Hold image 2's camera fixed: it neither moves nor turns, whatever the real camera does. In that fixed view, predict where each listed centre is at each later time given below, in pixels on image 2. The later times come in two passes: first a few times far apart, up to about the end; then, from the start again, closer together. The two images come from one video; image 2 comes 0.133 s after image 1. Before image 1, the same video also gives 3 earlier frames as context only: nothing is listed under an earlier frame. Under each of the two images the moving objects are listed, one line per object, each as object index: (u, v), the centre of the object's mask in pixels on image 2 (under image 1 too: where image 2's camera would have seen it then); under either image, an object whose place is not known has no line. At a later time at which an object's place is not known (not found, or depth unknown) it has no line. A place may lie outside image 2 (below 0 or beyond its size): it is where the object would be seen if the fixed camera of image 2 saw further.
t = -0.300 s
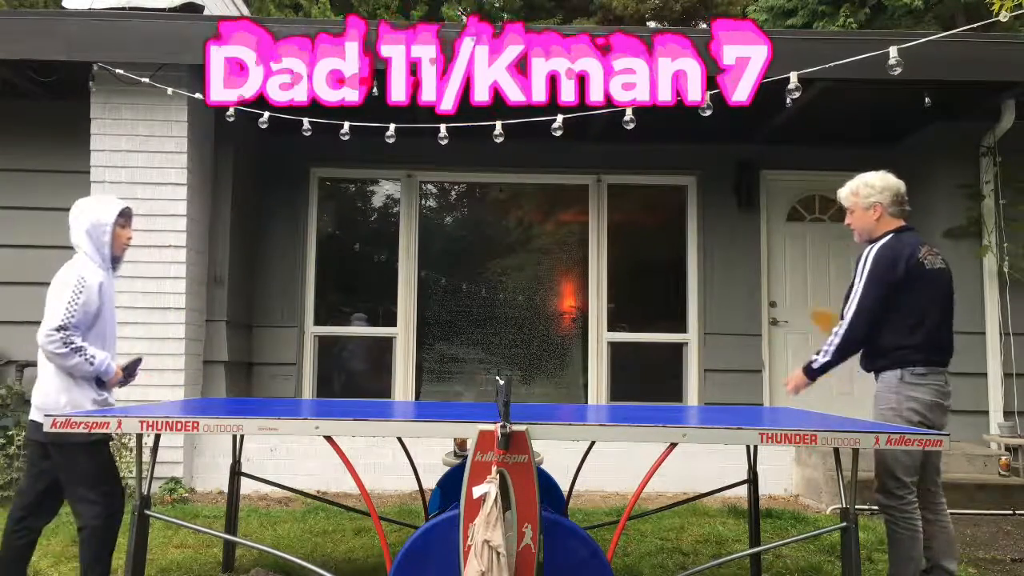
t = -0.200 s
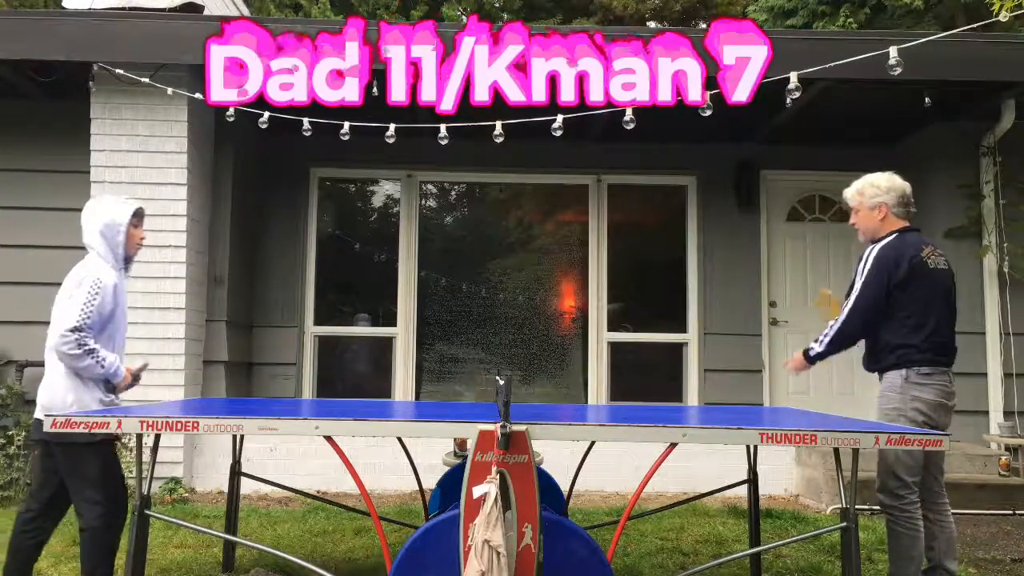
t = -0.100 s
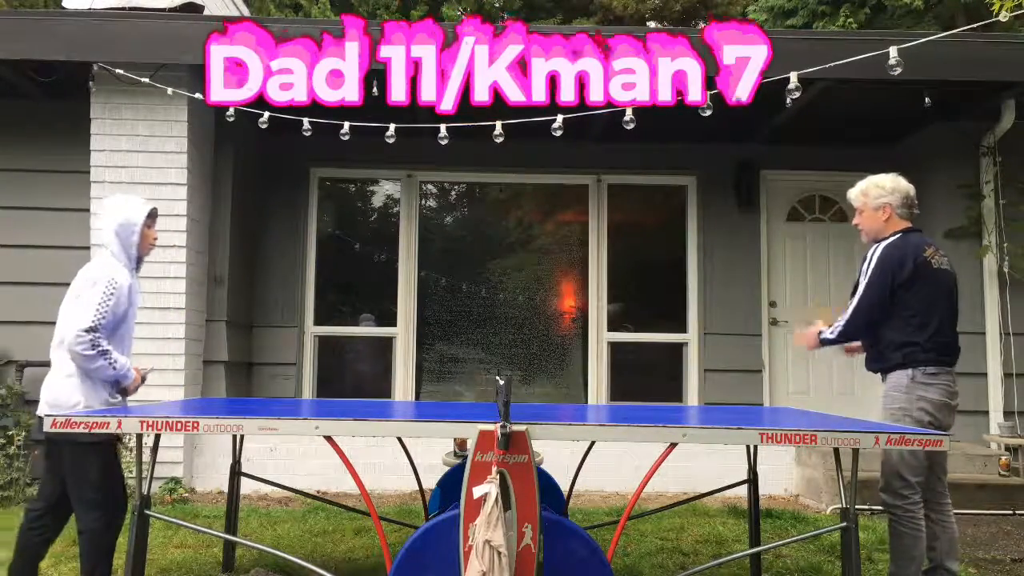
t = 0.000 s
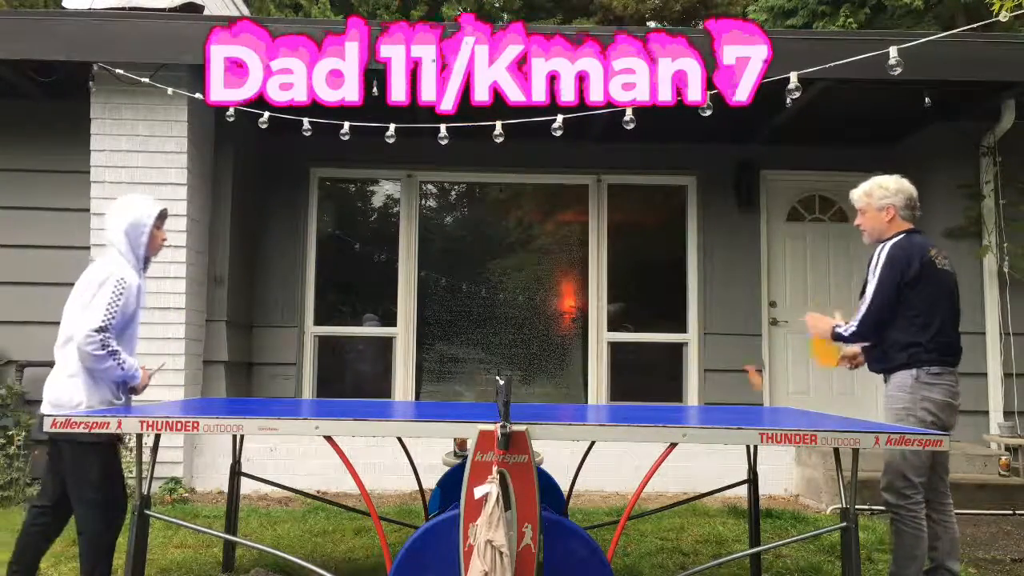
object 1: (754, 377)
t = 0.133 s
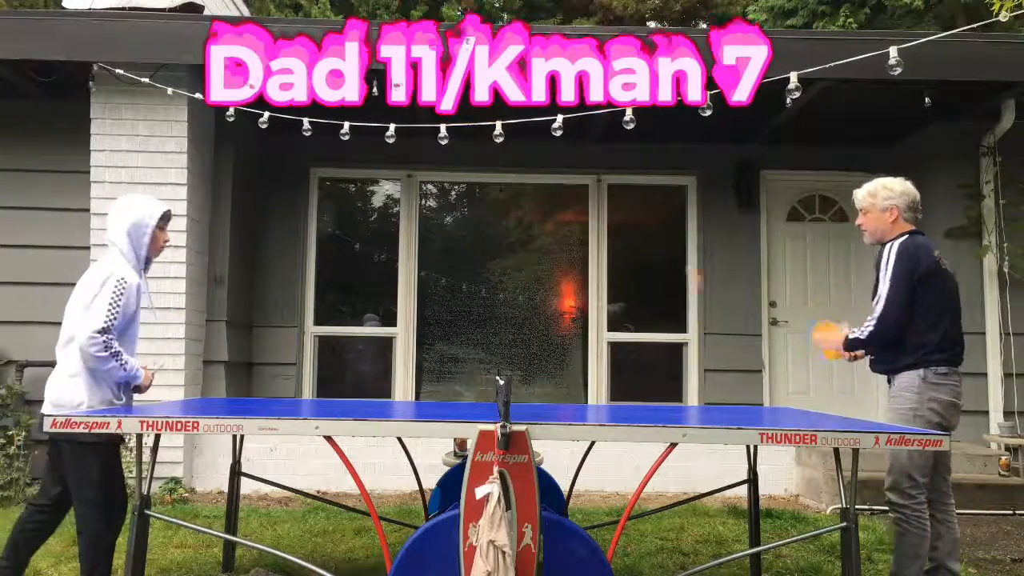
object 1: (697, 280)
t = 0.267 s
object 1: (633, 217)
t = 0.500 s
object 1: (527, 211)
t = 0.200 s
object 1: (663, 241)
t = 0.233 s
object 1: (649, 227)
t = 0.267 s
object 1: (633, 217)
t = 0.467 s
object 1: (542, 204)
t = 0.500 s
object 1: (527, 211)
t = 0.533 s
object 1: (513, 221)
